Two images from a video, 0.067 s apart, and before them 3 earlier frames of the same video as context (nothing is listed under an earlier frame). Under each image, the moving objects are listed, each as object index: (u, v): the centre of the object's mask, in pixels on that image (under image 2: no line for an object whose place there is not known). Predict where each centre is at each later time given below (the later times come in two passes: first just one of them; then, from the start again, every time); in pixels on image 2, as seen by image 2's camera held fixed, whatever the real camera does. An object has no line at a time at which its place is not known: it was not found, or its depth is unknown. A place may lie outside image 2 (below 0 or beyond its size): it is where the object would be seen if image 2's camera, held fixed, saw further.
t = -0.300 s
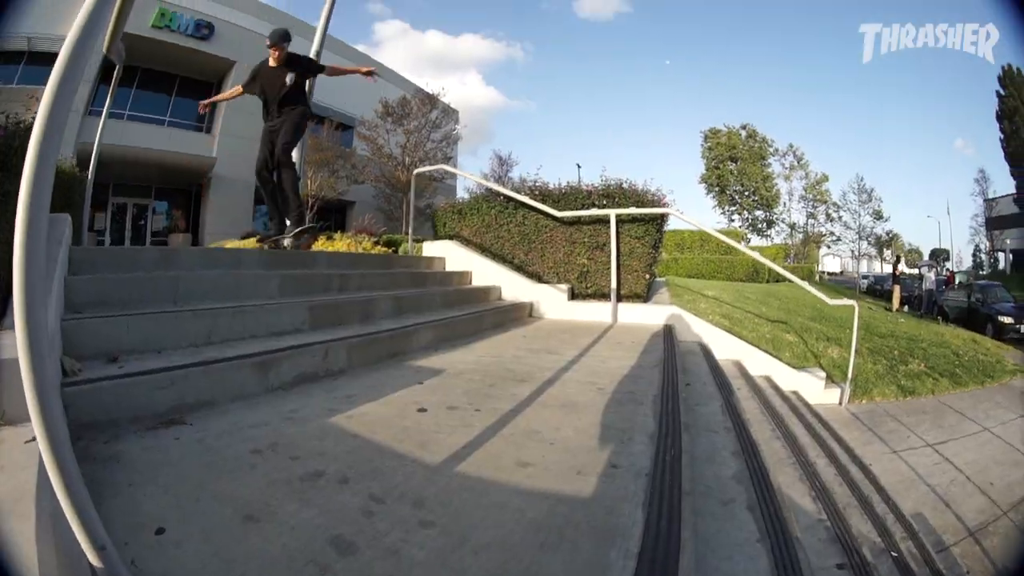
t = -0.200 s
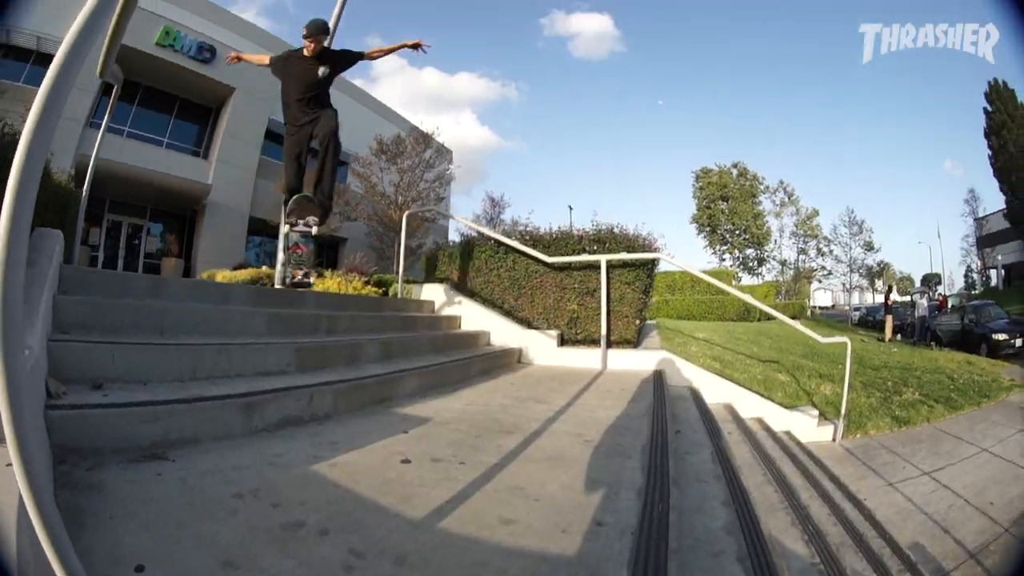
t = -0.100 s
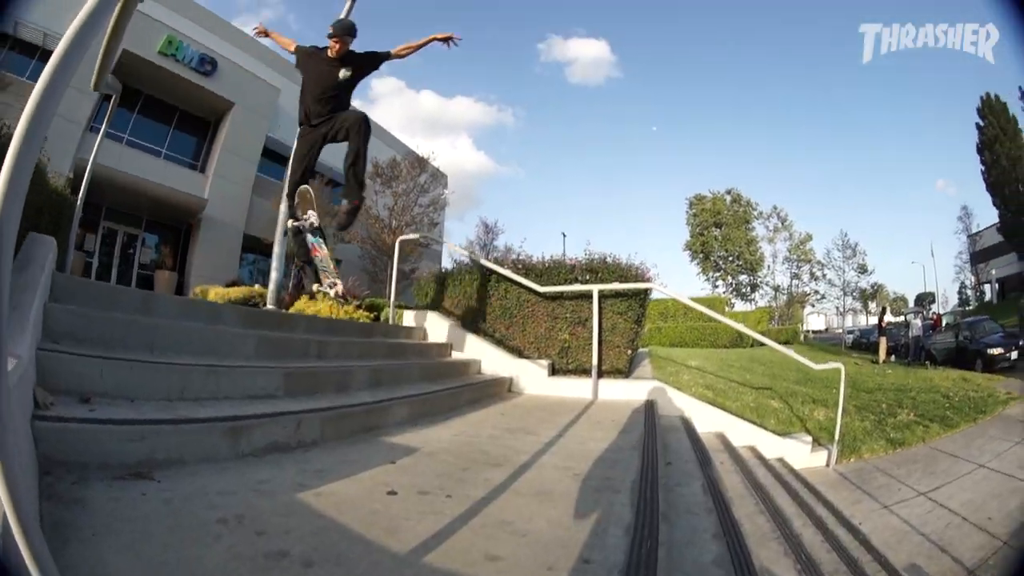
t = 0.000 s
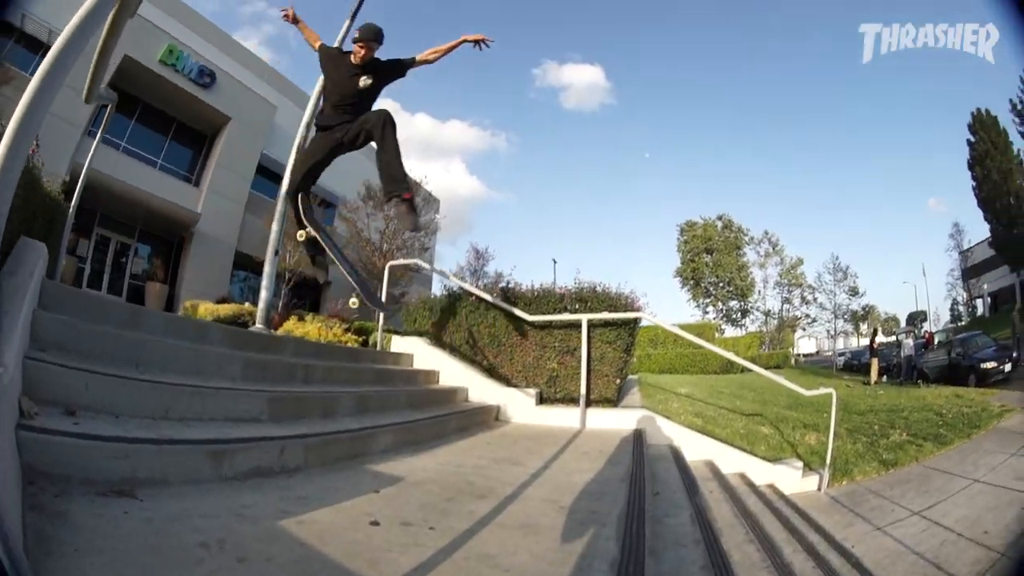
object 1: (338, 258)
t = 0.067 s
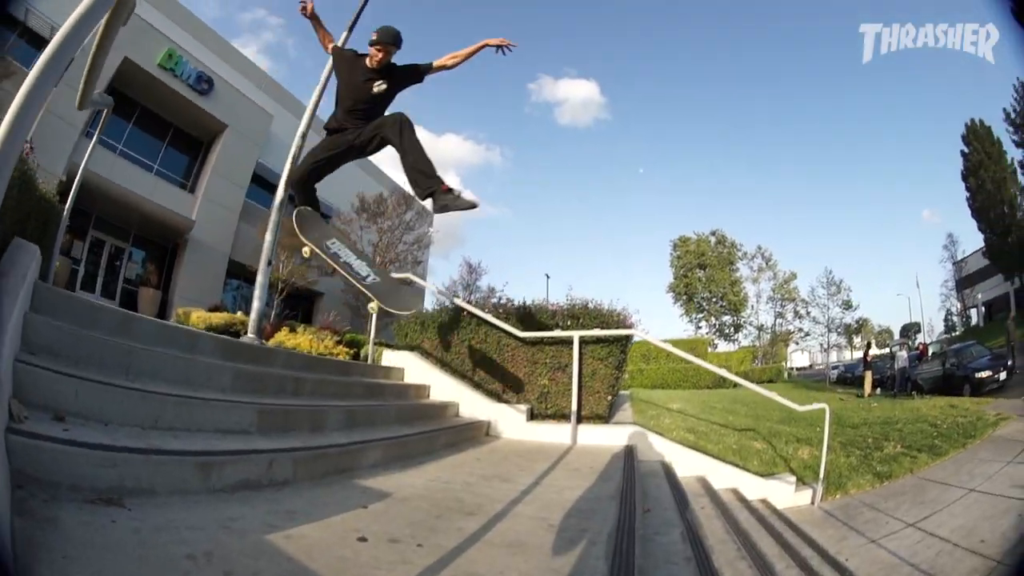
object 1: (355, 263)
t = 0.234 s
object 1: (416, 263)
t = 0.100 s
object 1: (364, 262)
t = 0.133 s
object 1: (375, 262)
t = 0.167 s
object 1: (388, 262)
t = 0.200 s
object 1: (401, 262)
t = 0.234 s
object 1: (416, 263)
